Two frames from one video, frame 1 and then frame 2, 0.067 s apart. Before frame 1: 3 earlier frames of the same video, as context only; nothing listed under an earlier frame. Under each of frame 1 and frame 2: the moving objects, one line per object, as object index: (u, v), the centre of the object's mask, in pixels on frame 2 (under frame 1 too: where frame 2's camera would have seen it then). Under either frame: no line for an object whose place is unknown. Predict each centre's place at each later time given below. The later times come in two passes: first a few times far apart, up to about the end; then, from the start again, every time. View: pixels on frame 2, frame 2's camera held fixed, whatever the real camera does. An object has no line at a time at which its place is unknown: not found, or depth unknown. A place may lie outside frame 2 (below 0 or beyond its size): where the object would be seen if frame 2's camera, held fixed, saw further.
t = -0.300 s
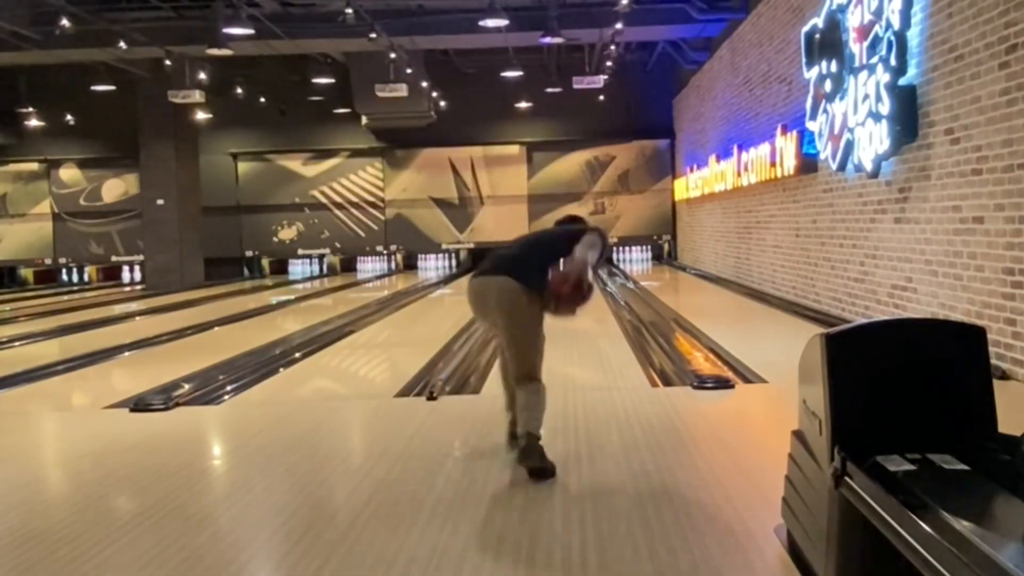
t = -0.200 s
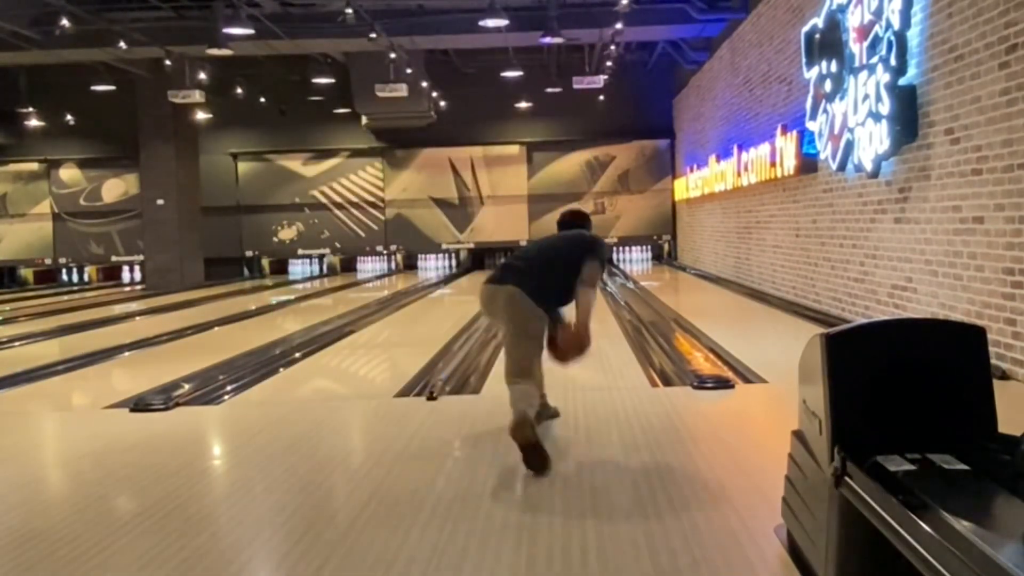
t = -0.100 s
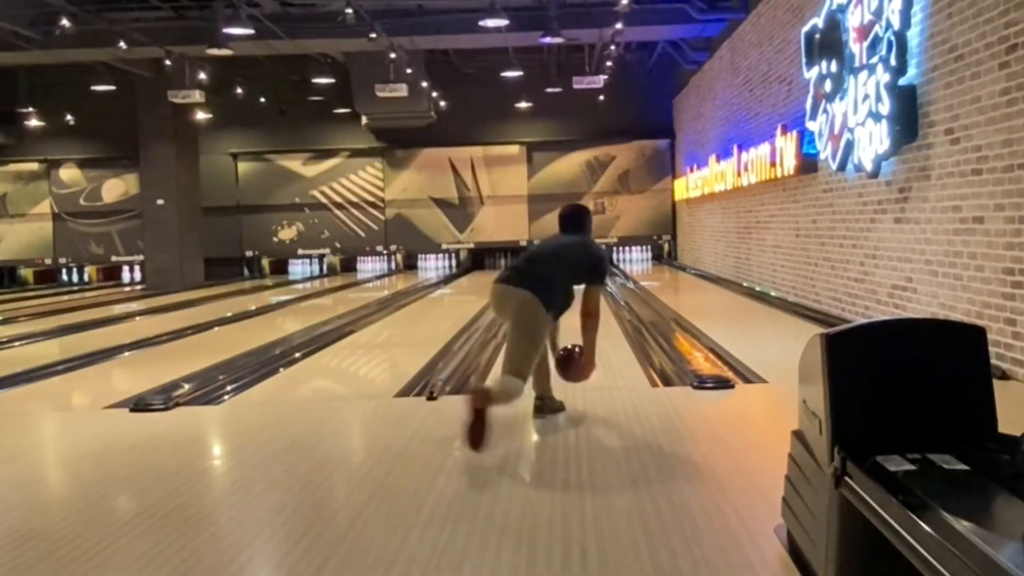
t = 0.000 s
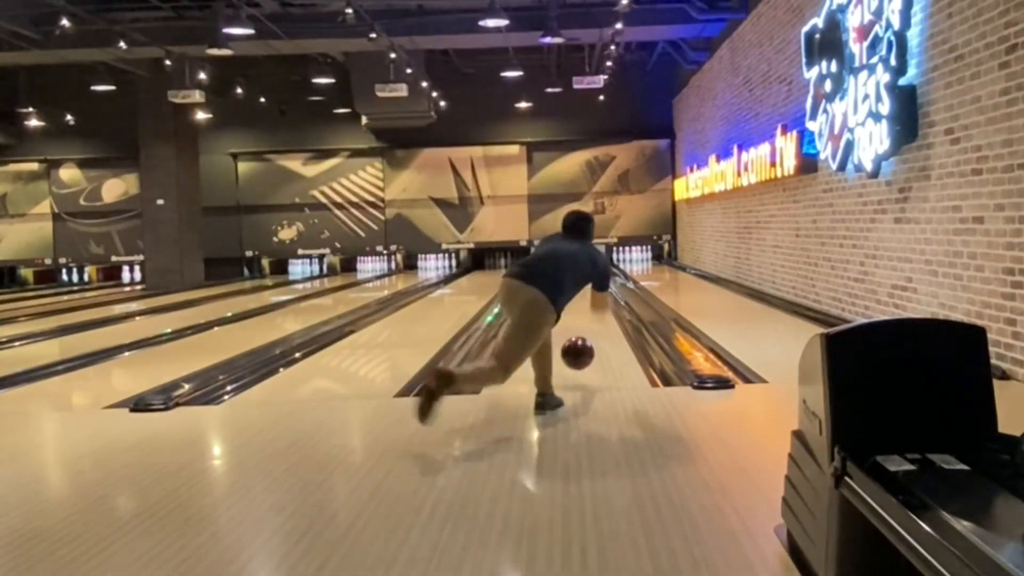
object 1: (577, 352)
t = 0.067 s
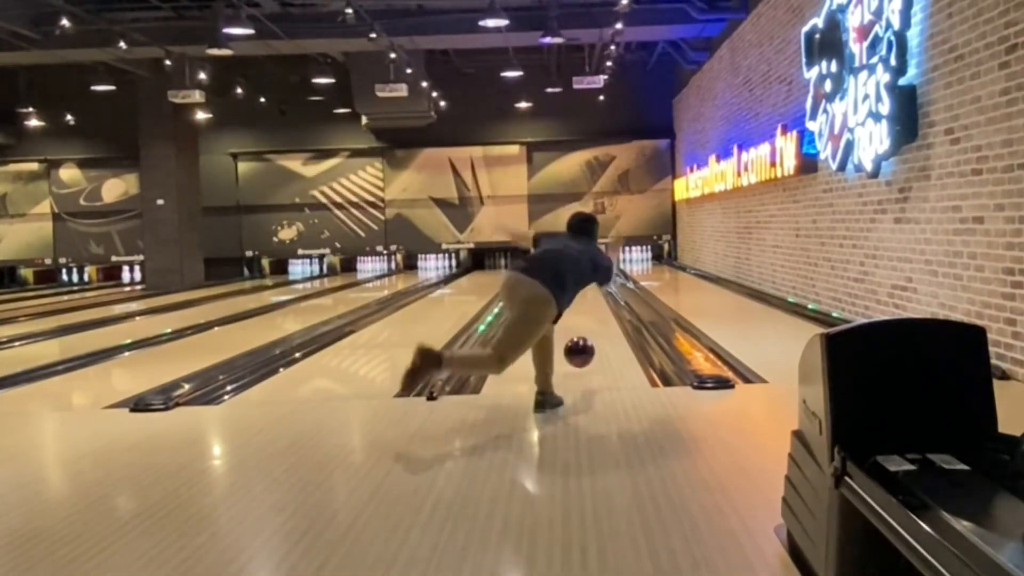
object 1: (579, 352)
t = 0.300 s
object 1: (582, 327)
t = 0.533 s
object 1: (584, 308)
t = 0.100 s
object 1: (580, 352)
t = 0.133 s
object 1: (580, 346)
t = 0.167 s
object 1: (581, 342)
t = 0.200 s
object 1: (581, 338)
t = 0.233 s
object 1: (582, 334)
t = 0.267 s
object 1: (582, 331)
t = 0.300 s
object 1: (582, 327)
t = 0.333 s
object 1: (582, 324)
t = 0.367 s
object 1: (583, 321)
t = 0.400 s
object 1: (583, 318)
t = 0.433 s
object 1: (583, 315)
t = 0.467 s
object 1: (583, 313)
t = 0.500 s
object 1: (584, 311)
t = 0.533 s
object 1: (584, 308)
